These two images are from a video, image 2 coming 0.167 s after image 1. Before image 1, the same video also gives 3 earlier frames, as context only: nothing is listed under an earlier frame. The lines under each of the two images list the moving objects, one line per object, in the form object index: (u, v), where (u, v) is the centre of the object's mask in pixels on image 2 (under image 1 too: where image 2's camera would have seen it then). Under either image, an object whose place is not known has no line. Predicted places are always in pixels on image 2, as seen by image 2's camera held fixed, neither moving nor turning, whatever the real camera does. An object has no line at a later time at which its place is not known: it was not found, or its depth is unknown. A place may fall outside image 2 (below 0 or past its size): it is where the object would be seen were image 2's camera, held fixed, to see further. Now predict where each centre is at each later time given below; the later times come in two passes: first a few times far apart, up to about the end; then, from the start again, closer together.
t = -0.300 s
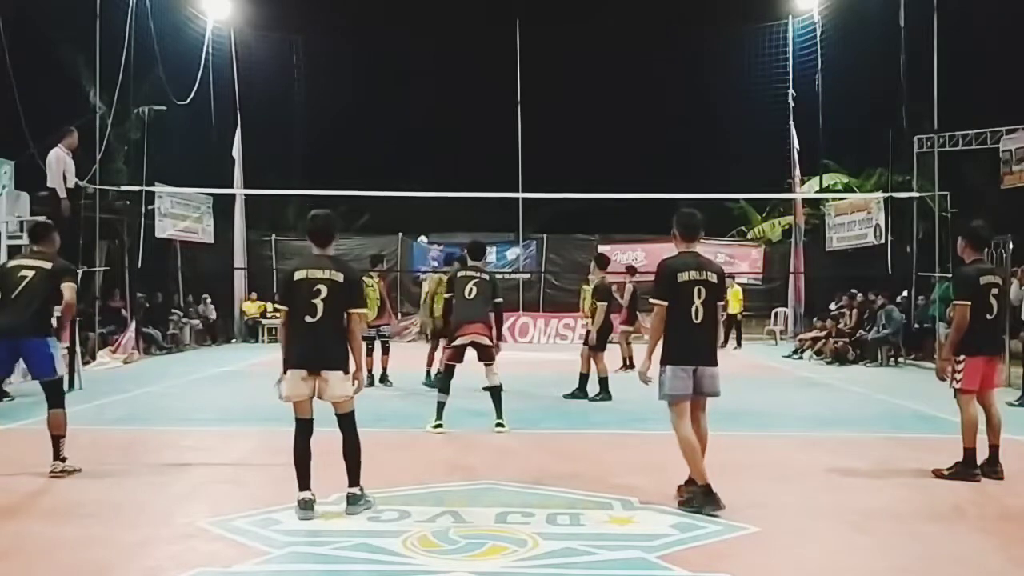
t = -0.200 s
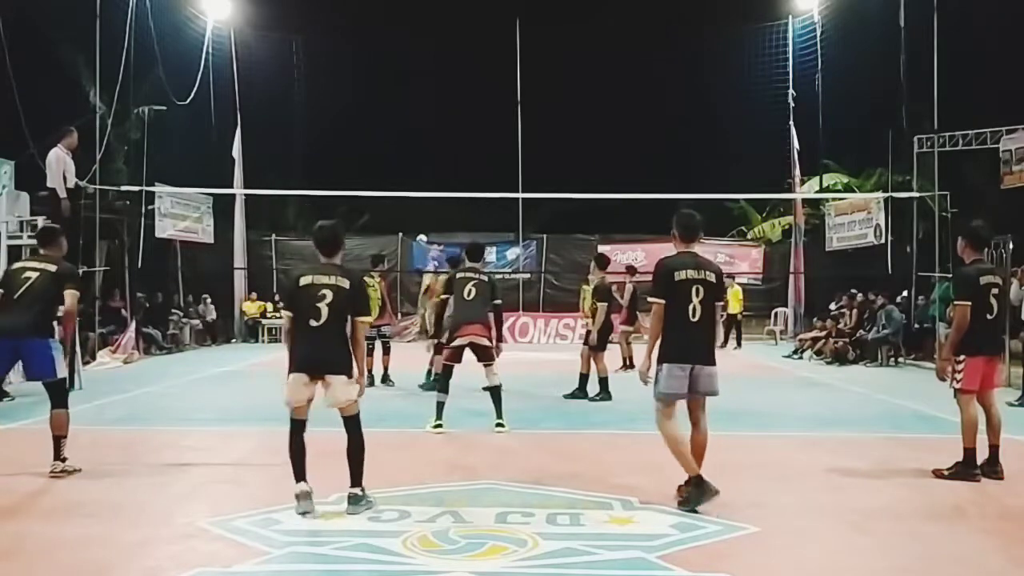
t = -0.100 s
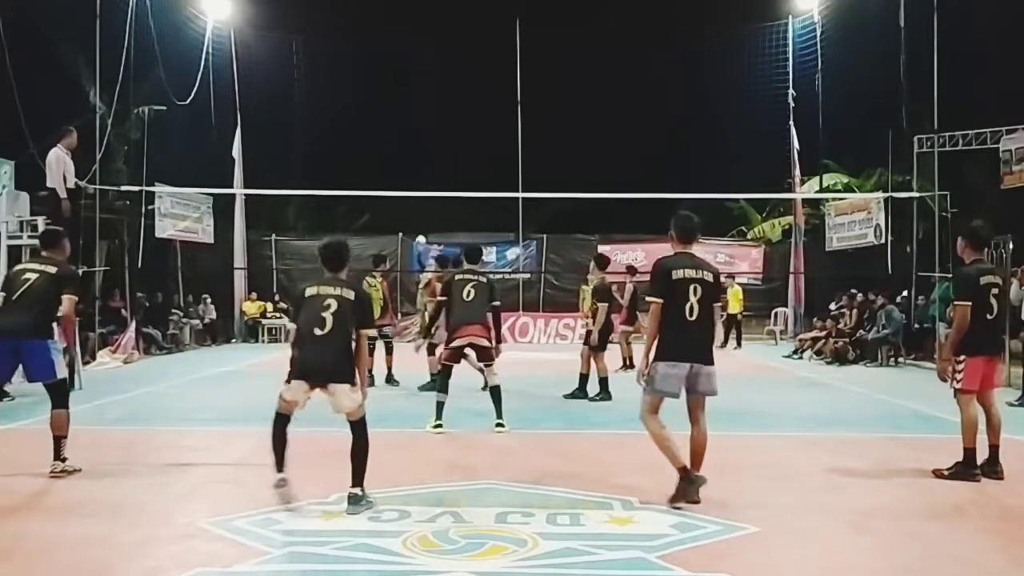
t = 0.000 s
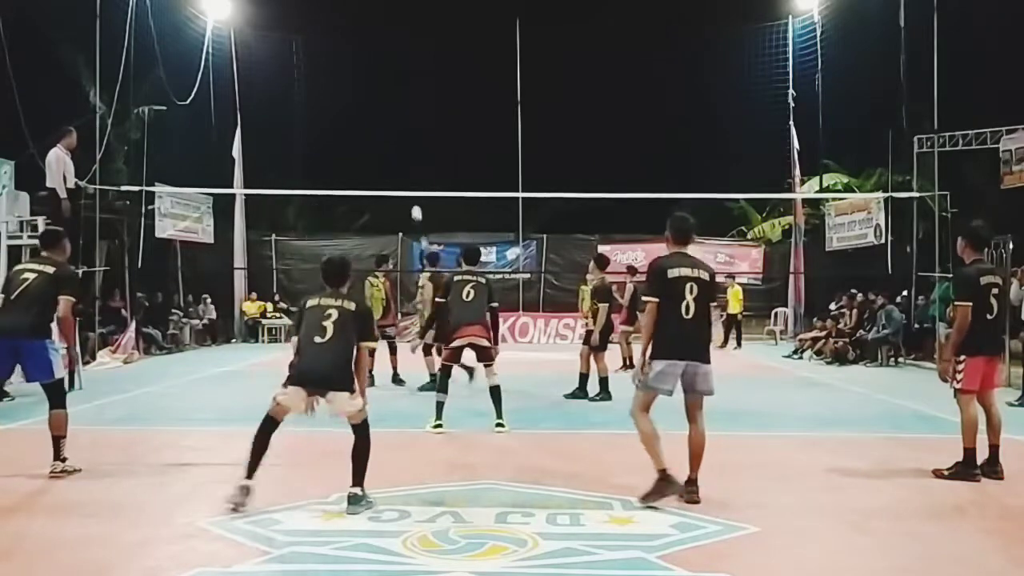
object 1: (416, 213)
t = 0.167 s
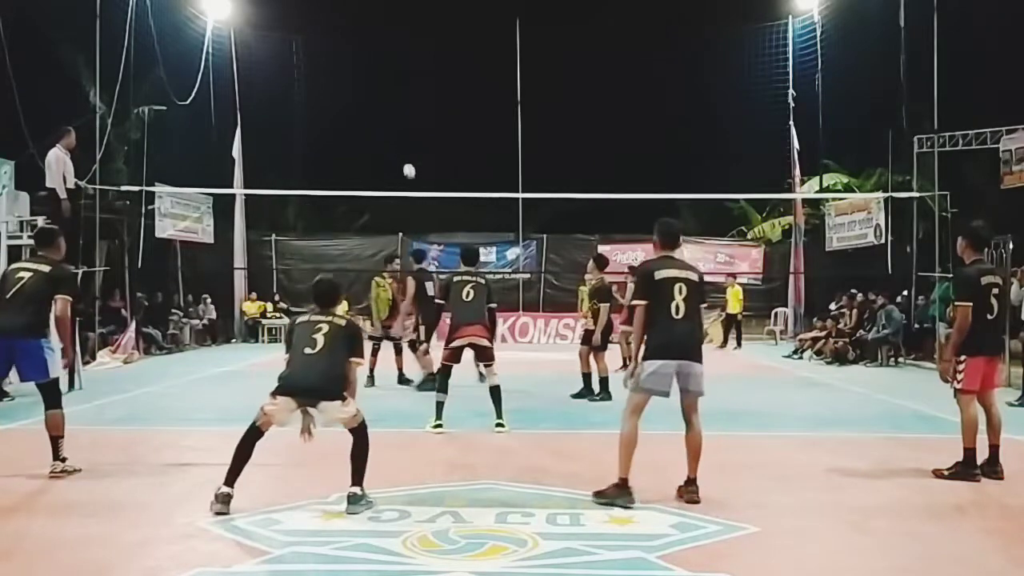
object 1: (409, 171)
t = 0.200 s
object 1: (407, 164)
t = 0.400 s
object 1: (396, 132)
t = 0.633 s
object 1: (377, 123)
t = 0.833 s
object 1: (355, 150)
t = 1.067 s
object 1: (319, 244)
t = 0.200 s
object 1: (407, 164)
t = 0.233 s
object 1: (406, 157)
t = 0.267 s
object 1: (404, 151)
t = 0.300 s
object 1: (402, 146)
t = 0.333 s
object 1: (400, 141)
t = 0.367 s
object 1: (398, 136)
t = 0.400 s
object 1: (396, 132)
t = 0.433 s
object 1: (394, 129)
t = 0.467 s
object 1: (392, 126)
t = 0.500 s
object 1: (389, 124)
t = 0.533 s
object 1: (387, 122)
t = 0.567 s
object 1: (384, 122)
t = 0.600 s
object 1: (381, 122)
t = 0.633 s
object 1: (377, 123)
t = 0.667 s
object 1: (374, 125)
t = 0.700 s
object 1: (371, 127)
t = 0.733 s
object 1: (367, 131)
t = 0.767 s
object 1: (363, 136)
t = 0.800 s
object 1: (359, 142)
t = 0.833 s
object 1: (355, 150)
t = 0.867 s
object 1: (350, 158)
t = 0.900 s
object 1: (346, 168)
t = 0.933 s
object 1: (341, 178)
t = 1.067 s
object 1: (319, 244)
